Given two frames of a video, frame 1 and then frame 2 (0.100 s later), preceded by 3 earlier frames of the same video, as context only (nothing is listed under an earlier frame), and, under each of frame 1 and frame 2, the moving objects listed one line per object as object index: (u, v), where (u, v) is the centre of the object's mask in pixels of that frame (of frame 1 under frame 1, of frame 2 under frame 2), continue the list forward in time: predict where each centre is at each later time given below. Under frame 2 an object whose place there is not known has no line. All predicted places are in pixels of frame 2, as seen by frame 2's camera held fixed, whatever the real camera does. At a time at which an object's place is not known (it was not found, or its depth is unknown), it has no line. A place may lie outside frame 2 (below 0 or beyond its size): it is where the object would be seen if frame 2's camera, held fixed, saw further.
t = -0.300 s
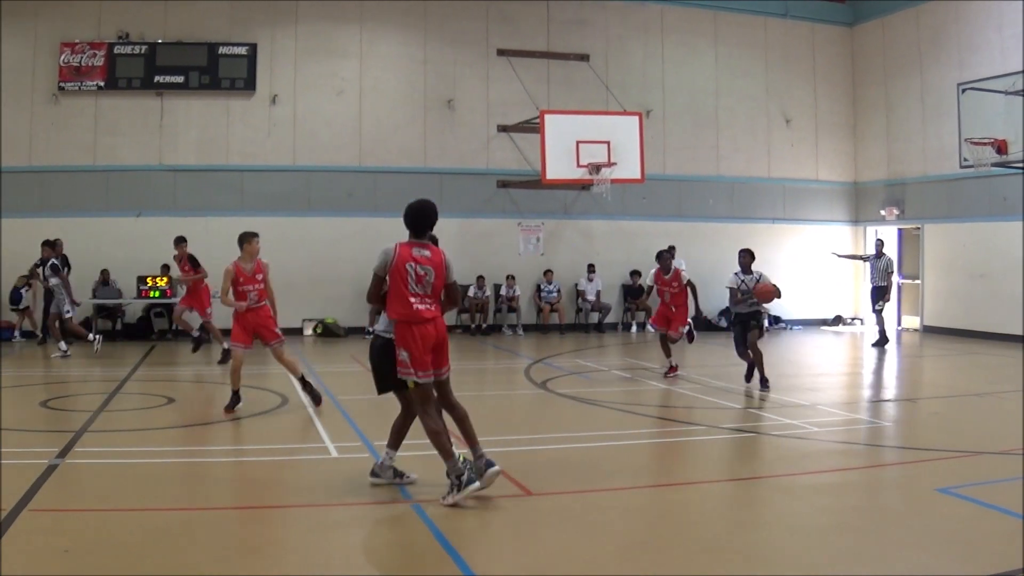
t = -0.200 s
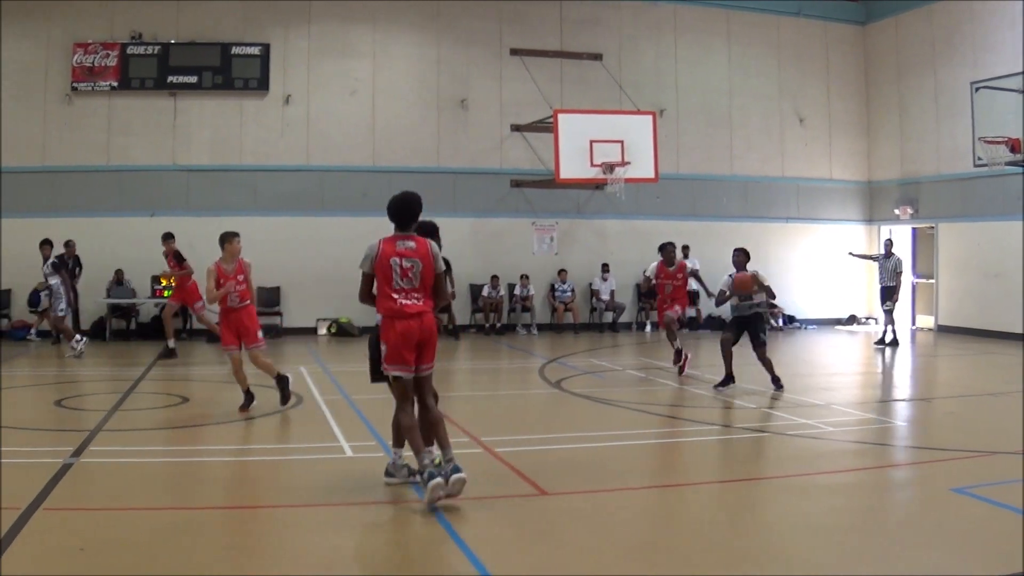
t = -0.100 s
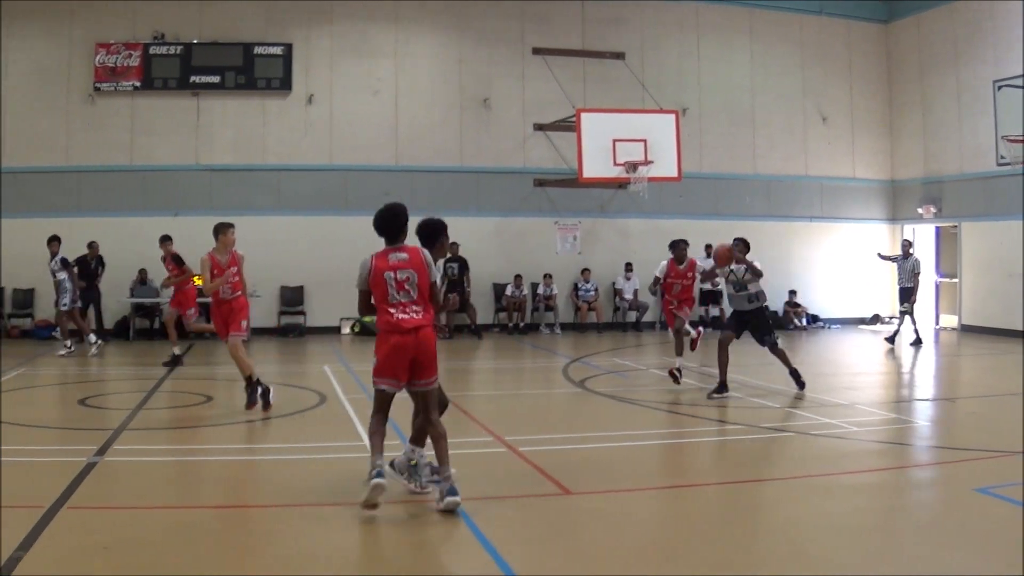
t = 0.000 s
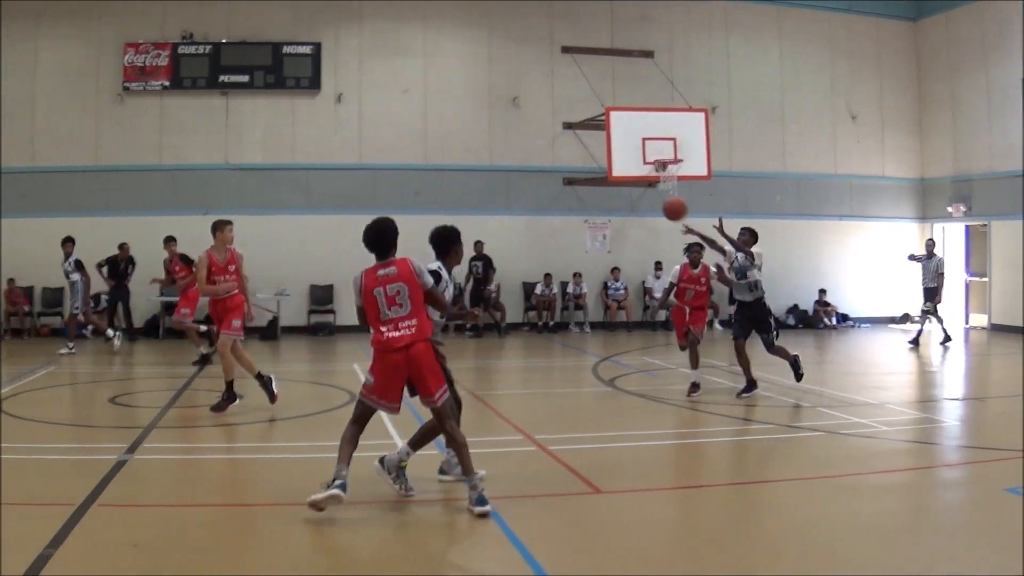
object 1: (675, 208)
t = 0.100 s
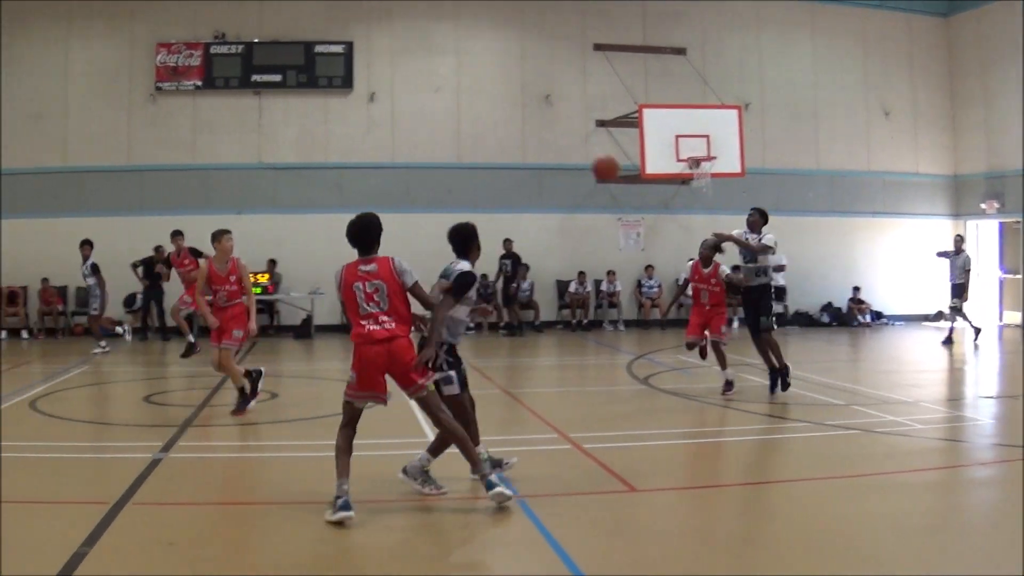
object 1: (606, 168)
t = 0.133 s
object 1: (572, 157)
